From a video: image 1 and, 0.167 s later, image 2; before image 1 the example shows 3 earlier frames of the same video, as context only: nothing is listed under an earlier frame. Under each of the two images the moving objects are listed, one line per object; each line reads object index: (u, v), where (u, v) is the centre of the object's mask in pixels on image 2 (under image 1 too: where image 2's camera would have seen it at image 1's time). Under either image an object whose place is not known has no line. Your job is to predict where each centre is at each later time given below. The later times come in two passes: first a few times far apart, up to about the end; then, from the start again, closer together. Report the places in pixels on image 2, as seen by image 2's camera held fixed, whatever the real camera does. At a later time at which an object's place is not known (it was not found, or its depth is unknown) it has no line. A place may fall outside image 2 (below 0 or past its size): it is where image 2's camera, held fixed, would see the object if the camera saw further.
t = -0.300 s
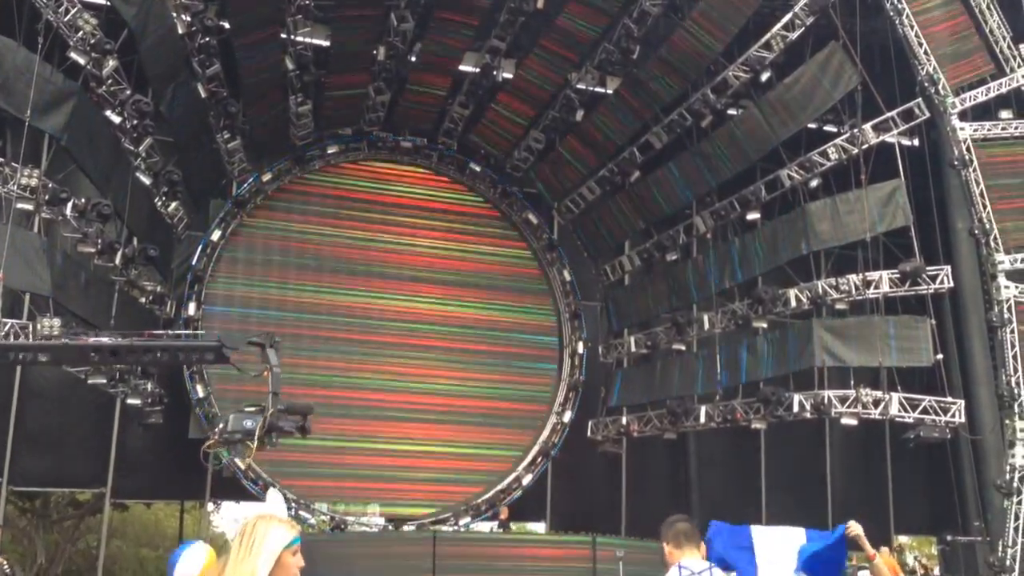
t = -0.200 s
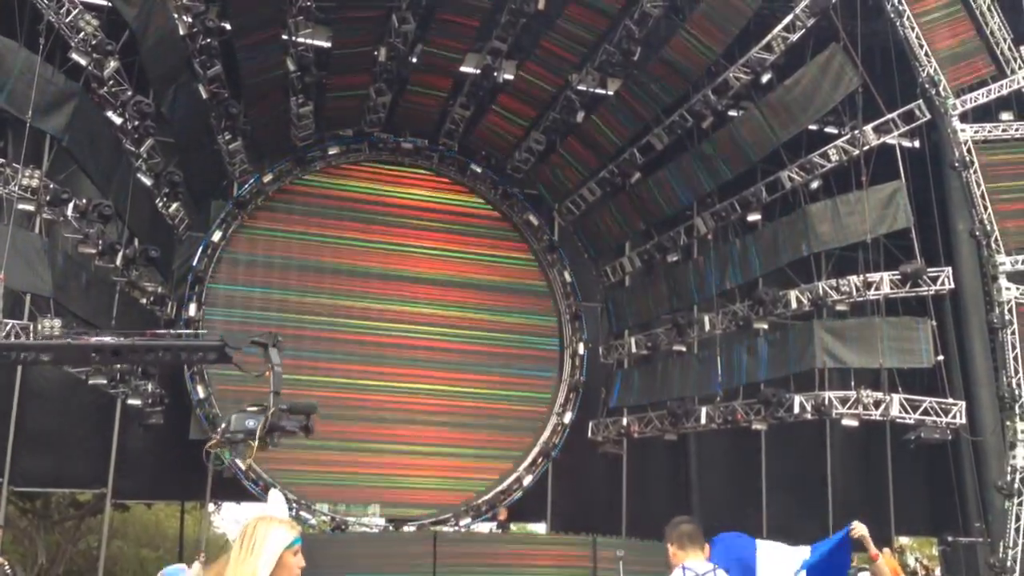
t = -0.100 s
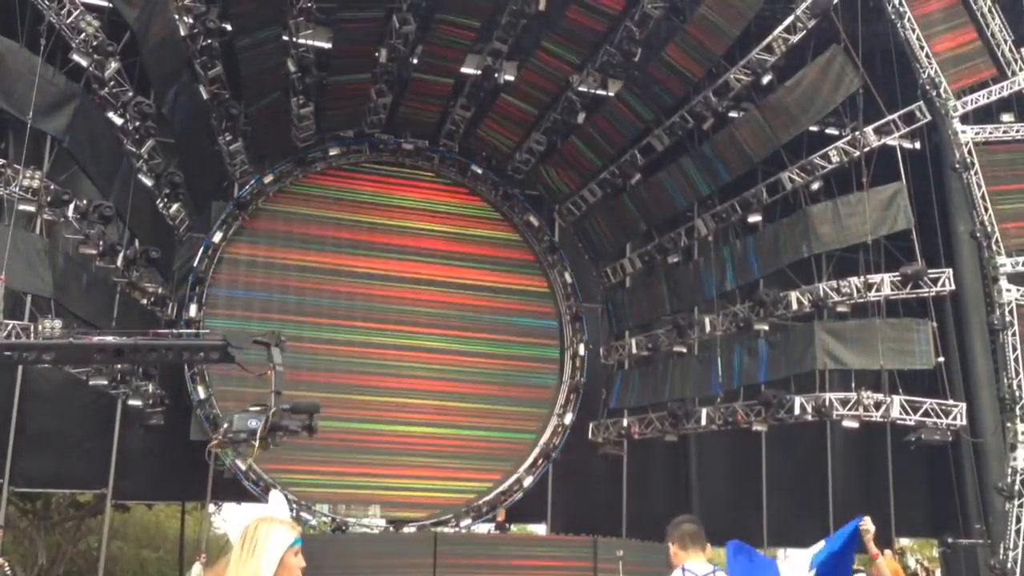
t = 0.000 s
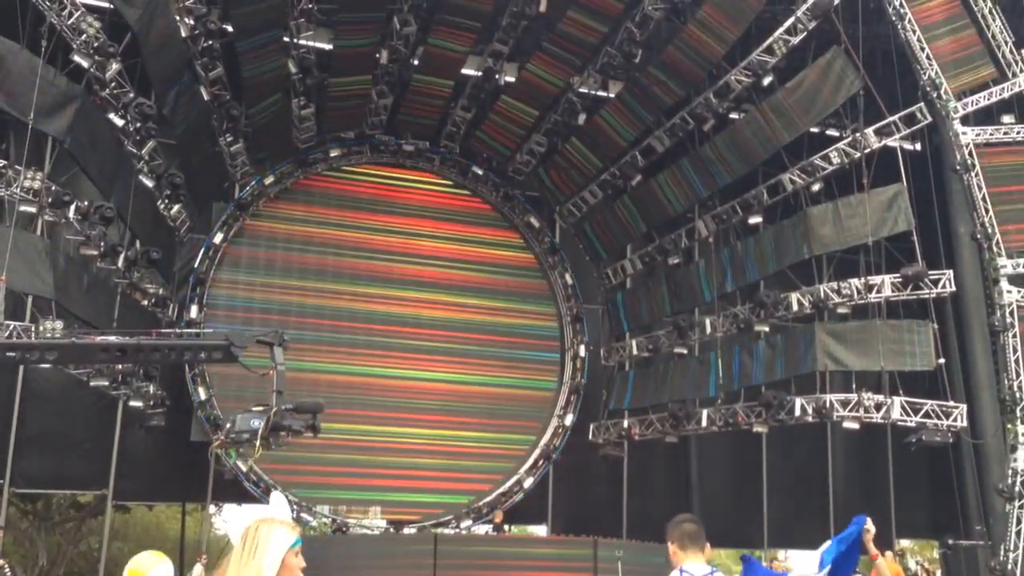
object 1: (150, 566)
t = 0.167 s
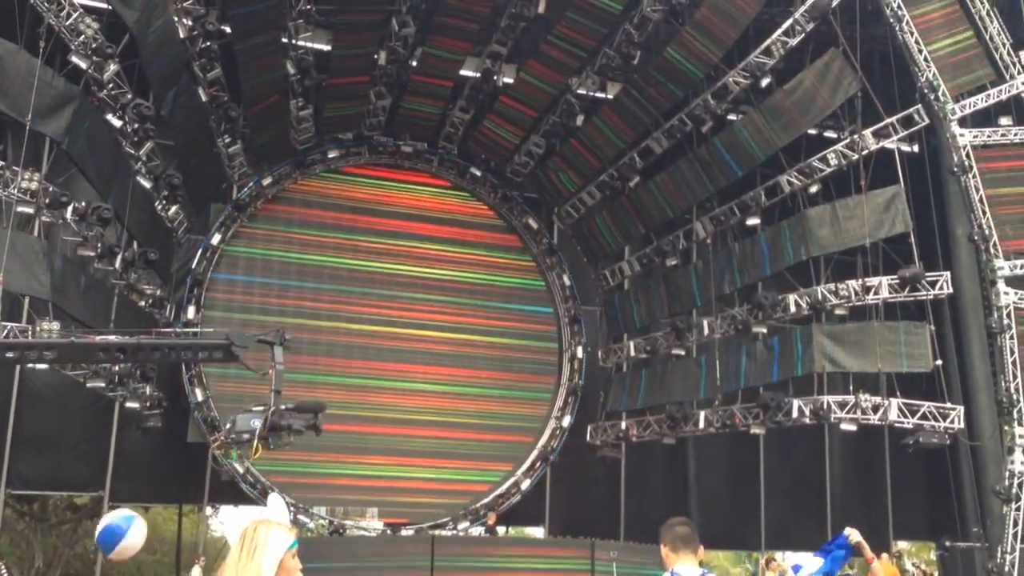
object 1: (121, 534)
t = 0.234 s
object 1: (109, 524)
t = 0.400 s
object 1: (74, 521)
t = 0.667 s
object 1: (24, 557)
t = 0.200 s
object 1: (117, 530)
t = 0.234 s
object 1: (109, 524)
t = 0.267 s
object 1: (102, 521)
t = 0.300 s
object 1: (93, 520)
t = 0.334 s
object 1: (88, 521)
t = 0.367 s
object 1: (80, 520)
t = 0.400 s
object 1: (74, 521)
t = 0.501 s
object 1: (50, 532)
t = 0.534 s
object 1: (42, 537)
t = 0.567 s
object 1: (34, 542)
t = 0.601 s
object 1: (30, 547)
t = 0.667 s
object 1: (24, 557)
